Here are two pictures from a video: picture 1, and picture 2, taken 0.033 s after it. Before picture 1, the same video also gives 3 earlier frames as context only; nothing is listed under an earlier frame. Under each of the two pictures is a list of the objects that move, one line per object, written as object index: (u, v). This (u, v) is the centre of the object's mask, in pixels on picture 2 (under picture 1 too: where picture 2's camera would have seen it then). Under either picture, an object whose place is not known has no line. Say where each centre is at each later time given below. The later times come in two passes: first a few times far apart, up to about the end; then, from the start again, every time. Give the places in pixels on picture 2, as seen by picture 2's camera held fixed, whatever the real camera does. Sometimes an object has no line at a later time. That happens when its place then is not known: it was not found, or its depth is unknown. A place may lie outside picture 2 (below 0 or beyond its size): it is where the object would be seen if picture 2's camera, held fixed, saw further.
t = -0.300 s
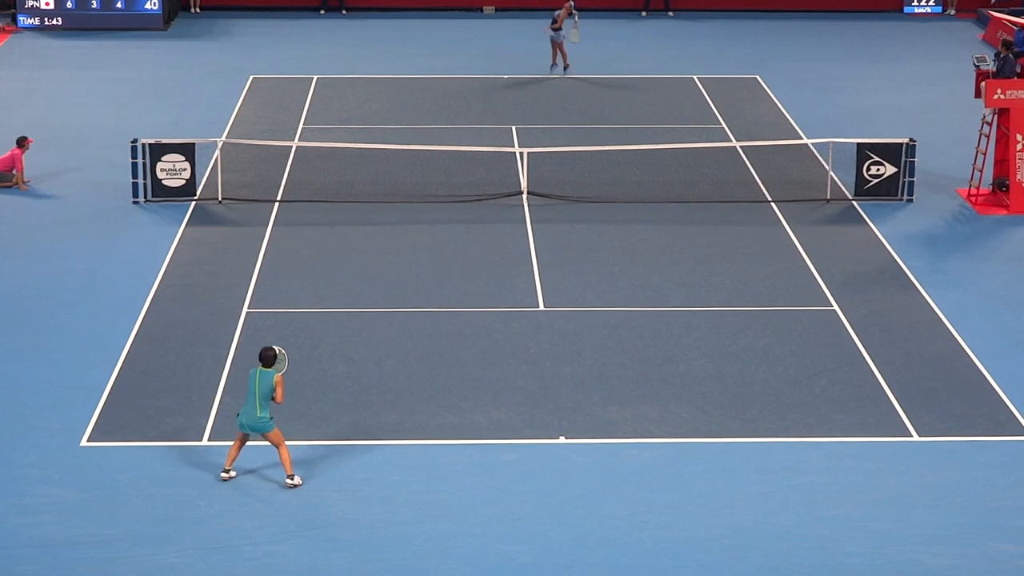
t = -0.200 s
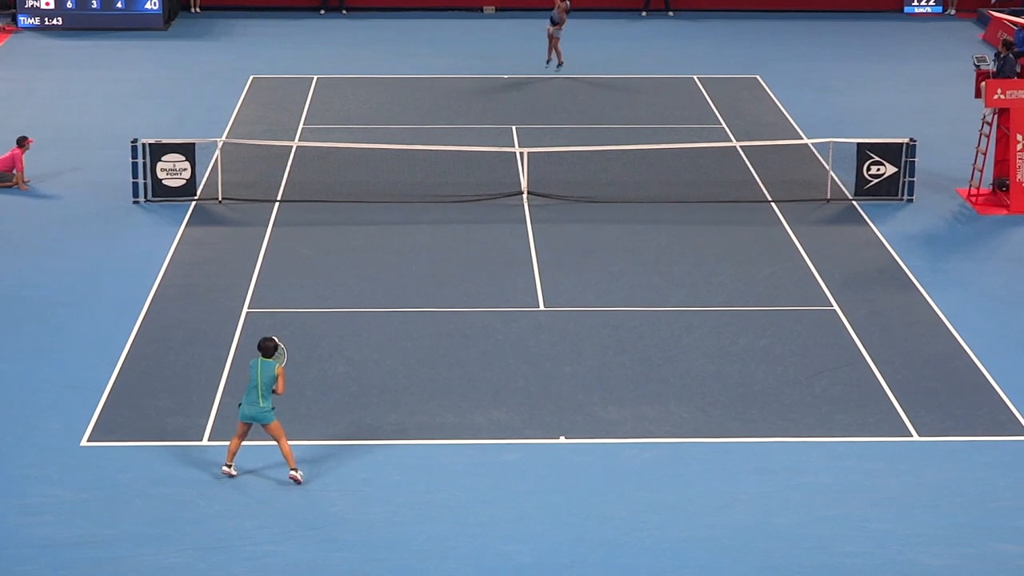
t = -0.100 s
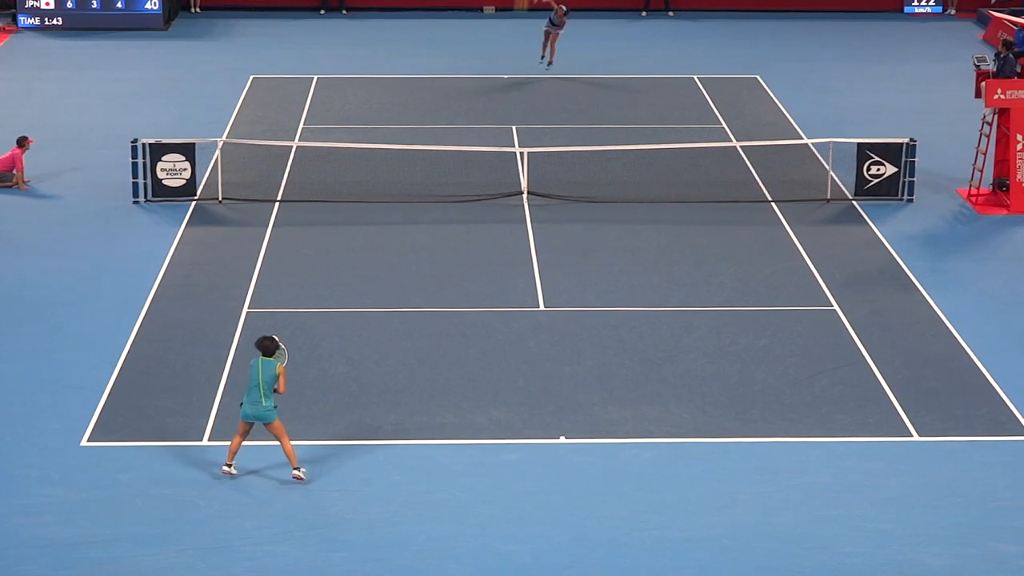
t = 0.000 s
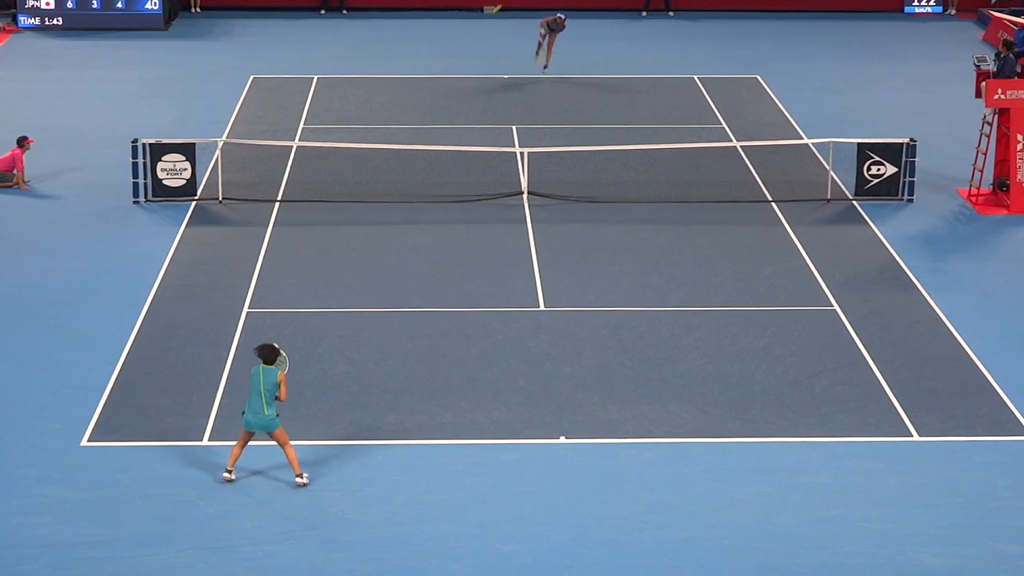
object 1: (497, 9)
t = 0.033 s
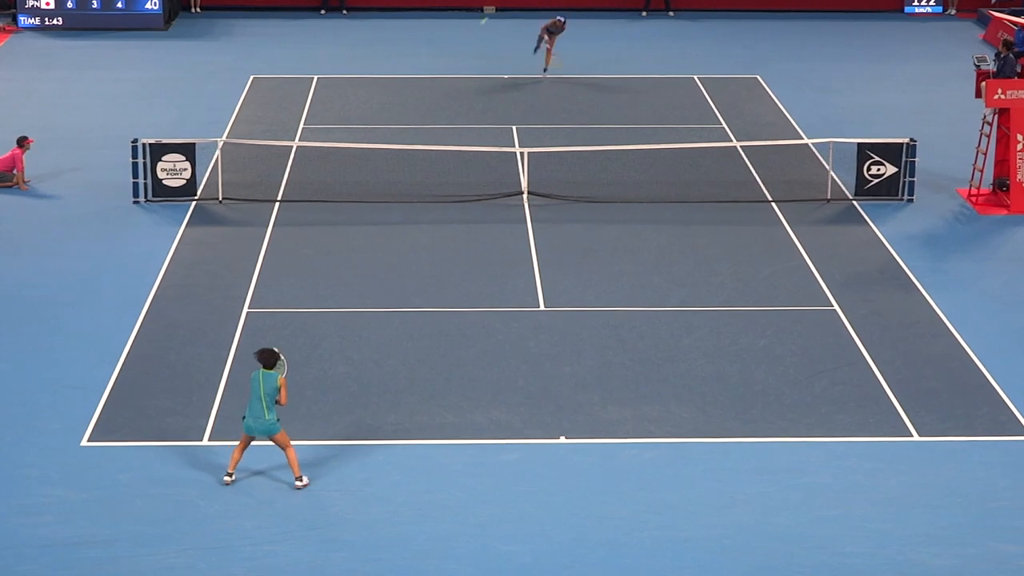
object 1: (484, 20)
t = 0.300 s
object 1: (384, 163)
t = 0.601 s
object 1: (292, 273)
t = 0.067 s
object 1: (471, 34)
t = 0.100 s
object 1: (458, 49)
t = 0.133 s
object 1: (445, 65)
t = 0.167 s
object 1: (433, 82)
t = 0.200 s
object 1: (420, 100)
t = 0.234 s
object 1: (408, 120)
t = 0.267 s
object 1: (396, 139)
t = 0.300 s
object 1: (384, 163)
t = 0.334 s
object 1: (372, 187)
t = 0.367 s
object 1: (361, 212)
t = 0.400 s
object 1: (350, 239)
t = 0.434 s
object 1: (339, 268)
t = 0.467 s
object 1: (329, 279)
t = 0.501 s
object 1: (319, 275)
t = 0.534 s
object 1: (311, 274)
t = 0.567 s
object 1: (301, 273)
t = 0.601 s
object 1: (292, 273)
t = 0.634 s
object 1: (282, 274)
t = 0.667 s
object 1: (273, 275)
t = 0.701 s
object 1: (263, 279)
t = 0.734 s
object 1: (255, 283)
